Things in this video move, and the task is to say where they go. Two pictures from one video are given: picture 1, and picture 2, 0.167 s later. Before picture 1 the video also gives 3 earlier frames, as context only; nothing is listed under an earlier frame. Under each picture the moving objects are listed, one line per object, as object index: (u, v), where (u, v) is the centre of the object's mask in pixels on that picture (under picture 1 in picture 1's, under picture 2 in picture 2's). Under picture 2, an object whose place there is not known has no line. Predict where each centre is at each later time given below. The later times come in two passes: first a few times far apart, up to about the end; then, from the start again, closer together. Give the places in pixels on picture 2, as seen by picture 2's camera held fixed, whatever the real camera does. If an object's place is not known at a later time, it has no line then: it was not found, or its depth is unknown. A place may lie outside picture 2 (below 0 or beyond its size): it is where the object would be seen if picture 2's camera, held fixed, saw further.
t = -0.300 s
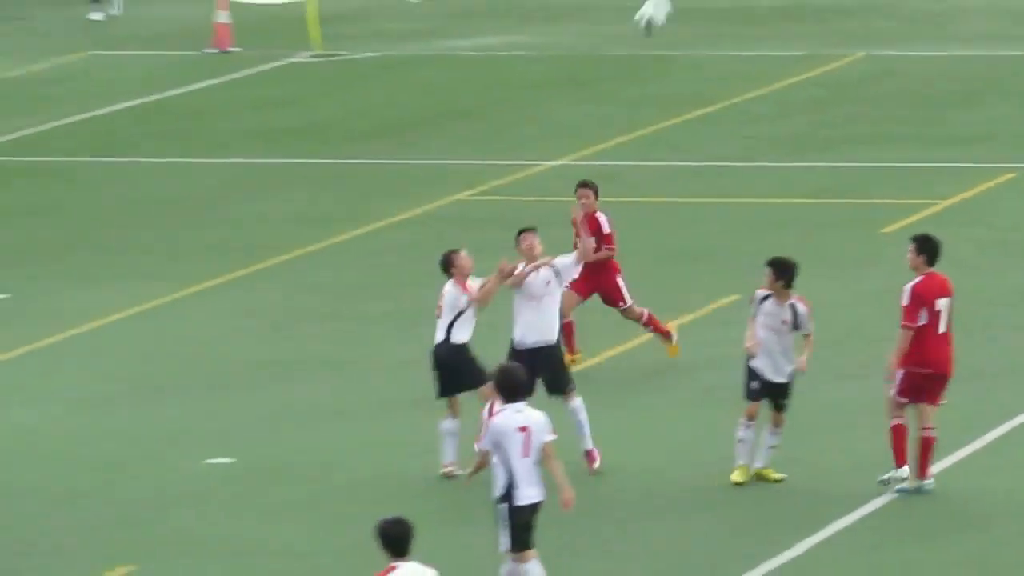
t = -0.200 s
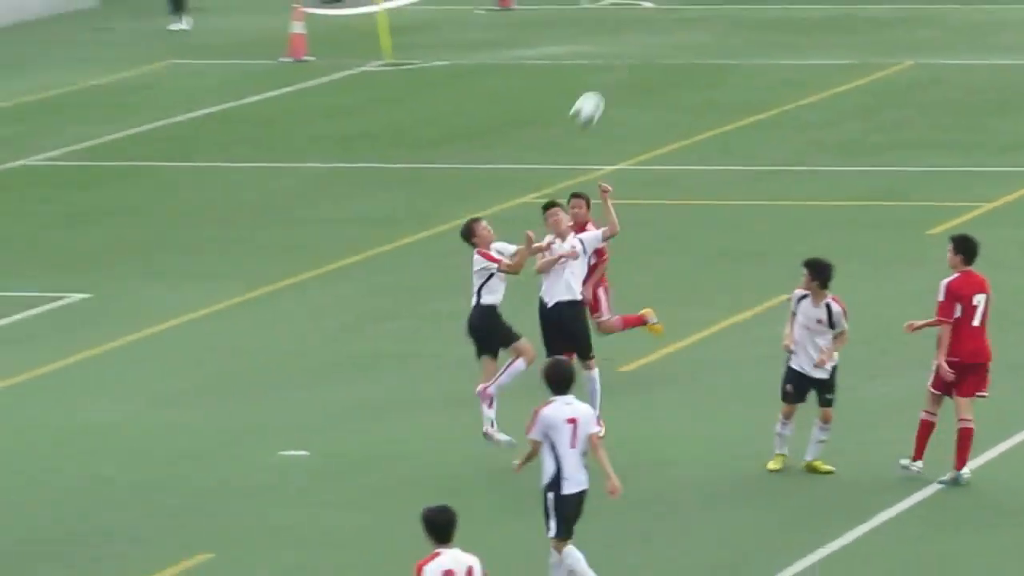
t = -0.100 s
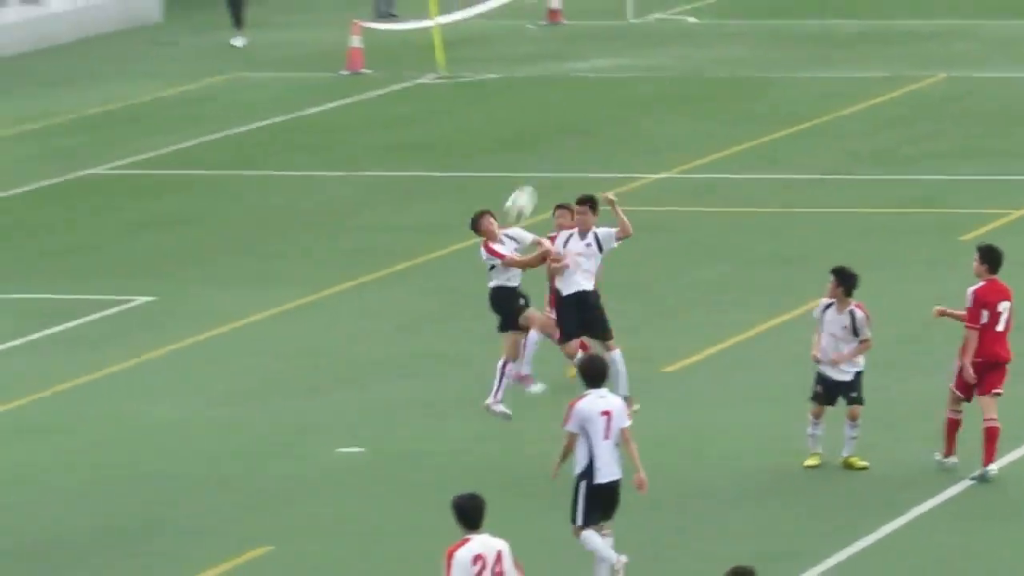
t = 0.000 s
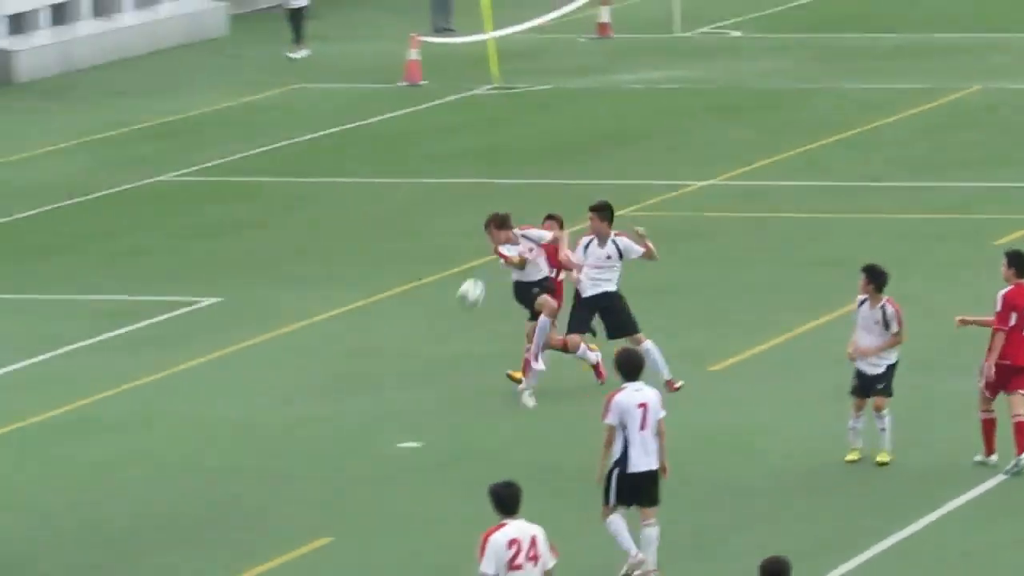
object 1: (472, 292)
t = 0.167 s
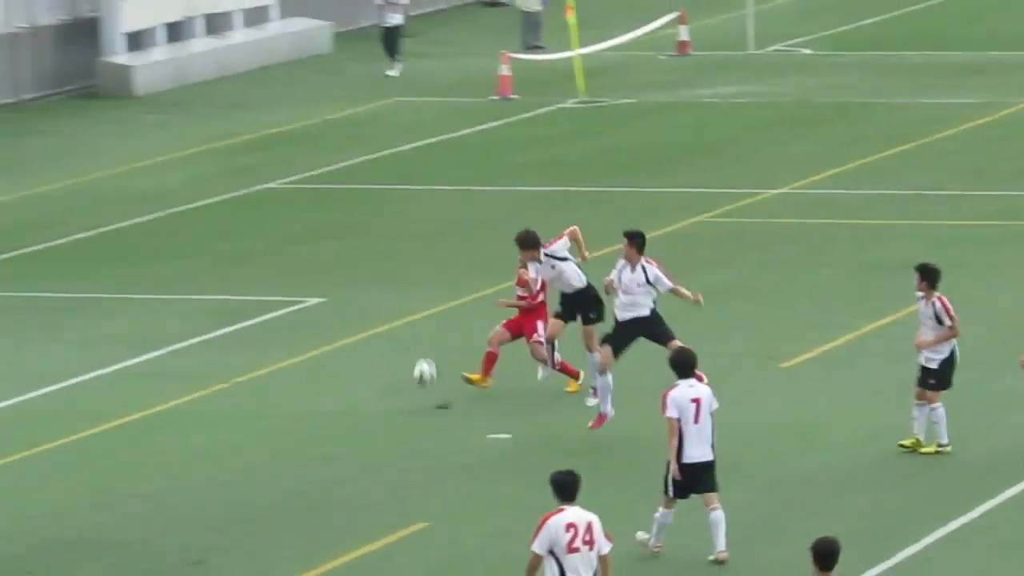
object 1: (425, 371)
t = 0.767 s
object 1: (194, 160)
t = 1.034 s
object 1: (105, 190)
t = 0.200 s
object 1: (413, 351)
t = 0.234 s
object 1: (400, 328)
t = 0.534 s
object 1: (279, 195)
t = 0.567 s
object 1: (267, 187)
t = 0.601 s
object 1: (255, 179)
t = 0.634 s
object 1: (242, 173)
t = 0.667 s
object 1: (230, 168)
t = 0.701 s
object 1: (218, 165)
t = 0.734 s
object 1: (207, 162)
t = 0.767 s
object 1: (194, 160)
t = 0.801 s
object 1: (182, 161)
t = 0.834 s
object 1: (171, 161)
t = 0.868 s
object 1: (160, 164)
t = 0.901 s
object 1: (148, 167)
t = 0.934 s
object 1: (138, 171)
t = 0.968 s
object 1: (126, 177)
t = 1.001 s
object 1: (116, 183)
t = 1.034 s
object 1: (105, 190)
